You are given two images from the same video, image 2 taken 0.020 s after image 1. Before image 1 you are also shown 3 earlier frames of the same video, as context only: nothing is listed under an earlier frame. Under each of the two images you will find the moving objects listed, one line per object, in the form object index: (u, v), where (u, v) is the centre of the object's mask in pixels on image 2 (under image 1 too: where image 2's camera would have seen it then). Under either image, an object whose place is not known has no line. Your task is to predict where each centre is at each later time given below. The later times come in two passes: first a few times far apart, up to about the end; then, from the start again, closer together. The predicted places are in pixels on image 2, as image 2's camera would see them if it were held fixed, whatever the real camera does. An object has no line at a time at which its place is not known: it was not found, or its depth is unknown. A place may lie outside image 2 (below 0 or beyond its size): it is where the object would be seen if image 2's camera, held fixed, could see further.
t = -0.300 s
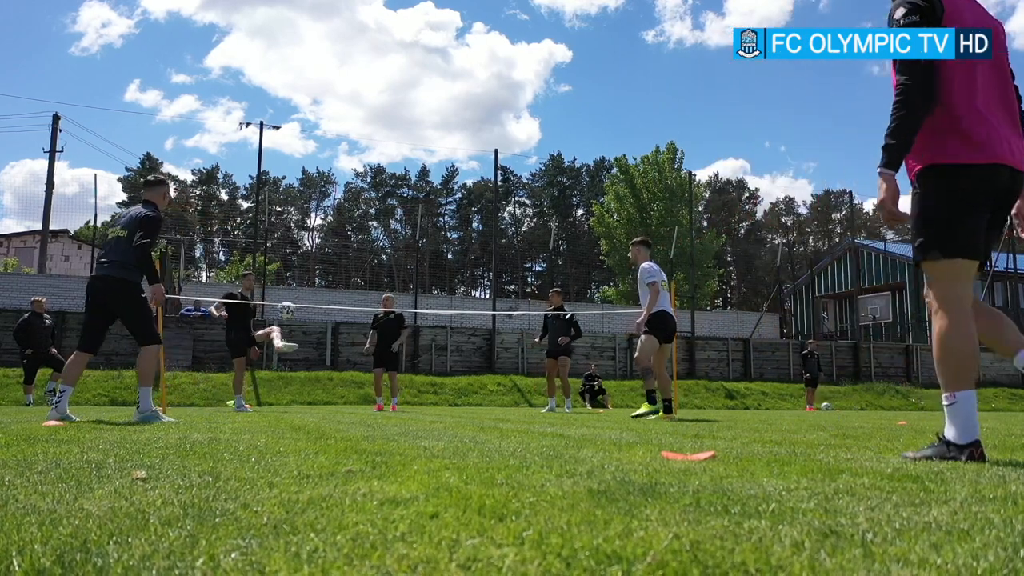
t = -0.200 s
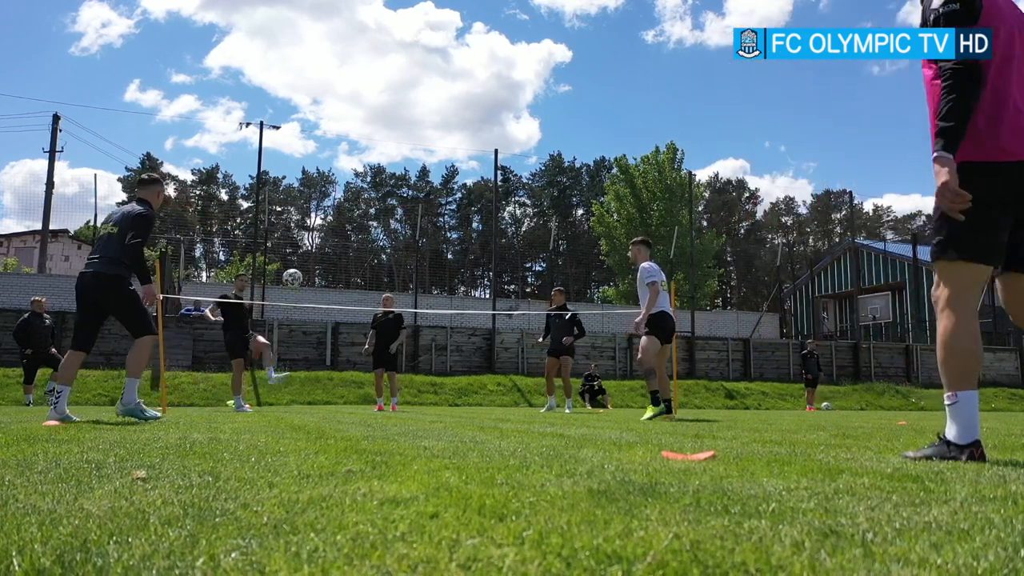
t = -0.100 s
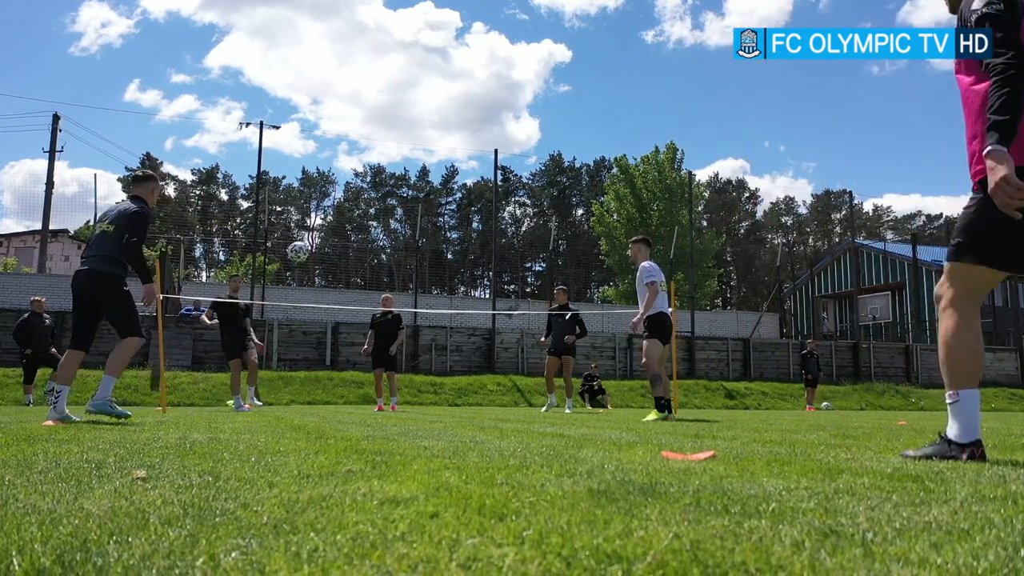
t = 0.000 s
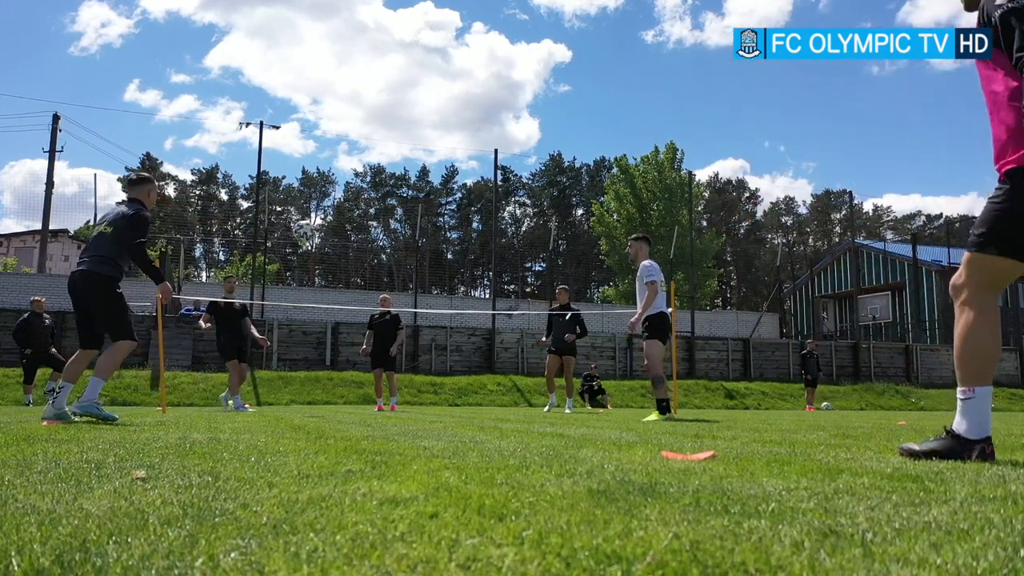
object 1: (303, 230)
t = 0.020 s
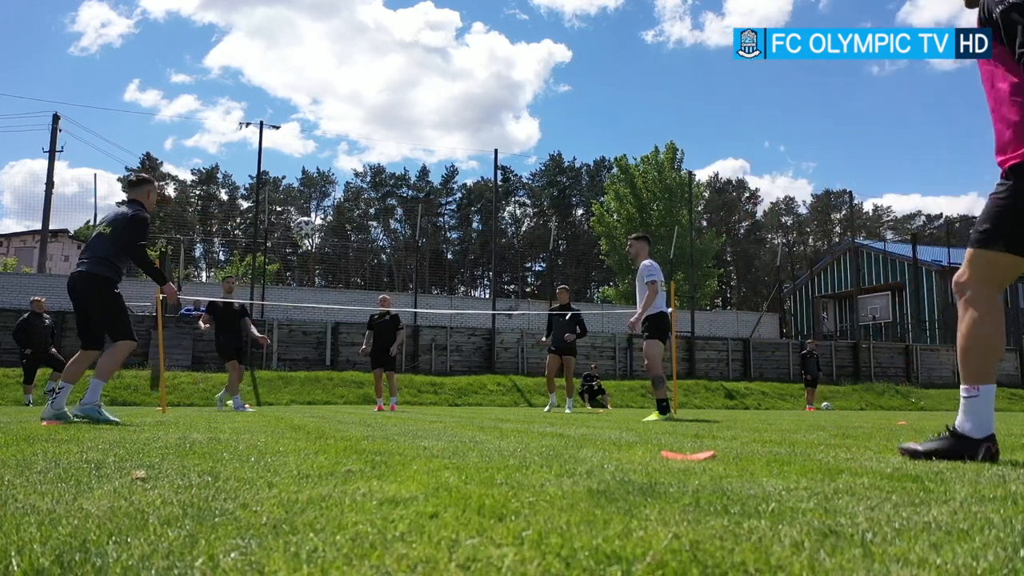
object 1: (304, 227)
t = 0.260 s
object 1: (319, 218)
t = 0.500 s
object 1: (332, 289)
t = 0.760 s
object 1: (349, 342)
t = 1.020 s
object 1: (360, 213)
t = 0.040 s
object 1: (306, 224)
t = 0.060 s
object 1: (308, 221)
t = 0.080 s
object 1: (309, 220)
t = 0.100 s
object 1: (309, 218)
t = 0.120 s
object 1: (310, 218)
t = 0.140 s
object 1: (311, 217)
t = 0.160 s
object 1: (312, 216)
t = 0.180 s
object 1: (314, 215)
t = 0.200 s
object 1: (315, 216)
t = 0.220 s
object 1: (316, 215)
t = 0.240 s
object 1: (317, 216)
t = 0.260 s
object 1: (319, 218)
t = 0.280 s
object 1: (319, 219)
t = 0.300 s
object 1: (321, 222)
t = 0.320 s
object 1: (322, 226)
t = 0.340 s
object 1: (323, 229)
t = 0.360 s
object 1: (324, 234)
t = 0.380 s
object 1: (325, 239)
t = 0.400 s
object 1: (326, 245)
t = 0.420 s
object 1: (328, 252)
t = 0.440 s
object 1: (329, 260)
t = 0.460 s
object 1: (330, 269)
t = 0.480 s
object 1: (331, 278)
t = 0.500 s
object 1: (332, 289)
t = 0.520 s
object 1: (334, 301)
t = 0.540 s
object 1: (335, 315)
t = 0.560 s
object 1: (336, 329)
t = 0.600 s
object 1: (339, 362)
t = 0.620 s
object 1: (341, 381)
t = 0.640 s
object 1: (343, 403)
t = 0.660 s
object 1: (343, 410)
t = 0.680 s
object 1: (345, 397)
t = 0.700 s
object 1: (345, 382)
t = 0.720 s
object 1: (347, 369)
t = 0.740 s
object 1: (348, 354)
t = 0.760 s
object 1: (349, 342)
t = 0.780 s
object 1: (349, 329)
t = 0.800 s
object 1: (350, 317)
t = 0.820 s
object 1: (351, 304)
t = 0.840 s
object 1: (352, 292)
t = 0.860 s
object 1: (353, 281)
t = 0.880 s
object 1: (354, 271)
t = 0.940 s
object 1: (357, 243)
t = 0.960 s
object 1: (357, 234)
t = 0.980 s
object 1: (358, 227)
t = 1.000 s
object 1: (359, 219)
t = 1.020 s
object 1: (360, 213)
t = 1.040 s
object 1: (361, 207)
